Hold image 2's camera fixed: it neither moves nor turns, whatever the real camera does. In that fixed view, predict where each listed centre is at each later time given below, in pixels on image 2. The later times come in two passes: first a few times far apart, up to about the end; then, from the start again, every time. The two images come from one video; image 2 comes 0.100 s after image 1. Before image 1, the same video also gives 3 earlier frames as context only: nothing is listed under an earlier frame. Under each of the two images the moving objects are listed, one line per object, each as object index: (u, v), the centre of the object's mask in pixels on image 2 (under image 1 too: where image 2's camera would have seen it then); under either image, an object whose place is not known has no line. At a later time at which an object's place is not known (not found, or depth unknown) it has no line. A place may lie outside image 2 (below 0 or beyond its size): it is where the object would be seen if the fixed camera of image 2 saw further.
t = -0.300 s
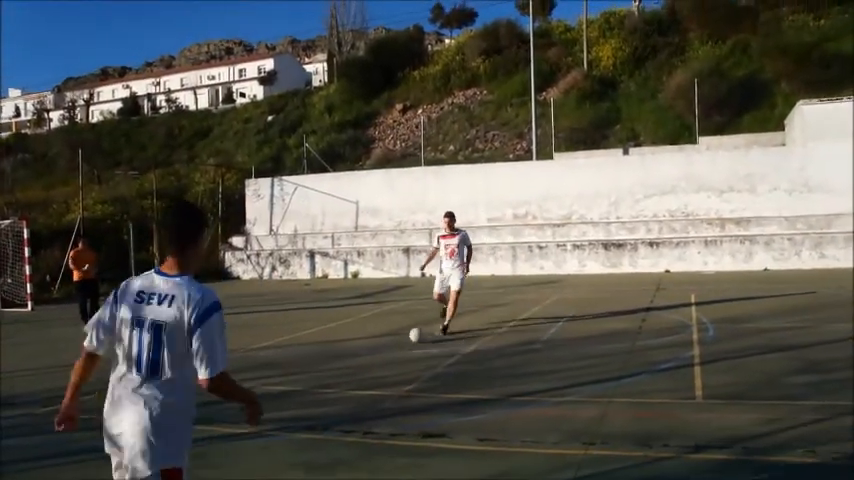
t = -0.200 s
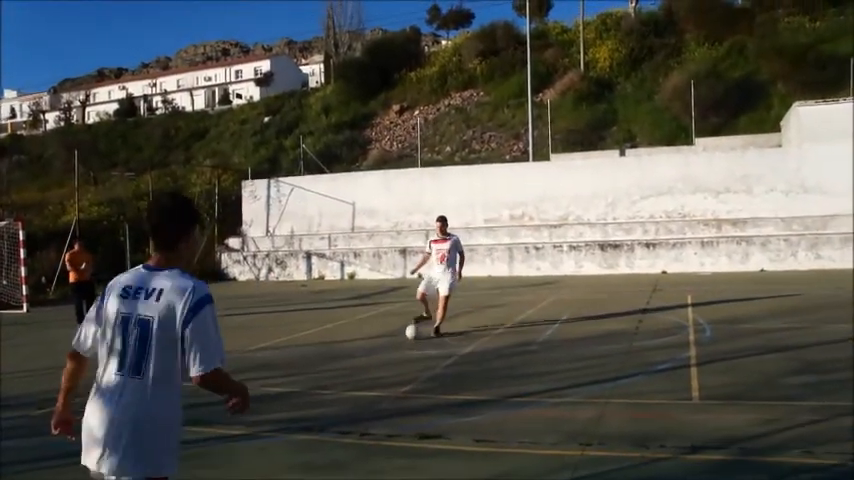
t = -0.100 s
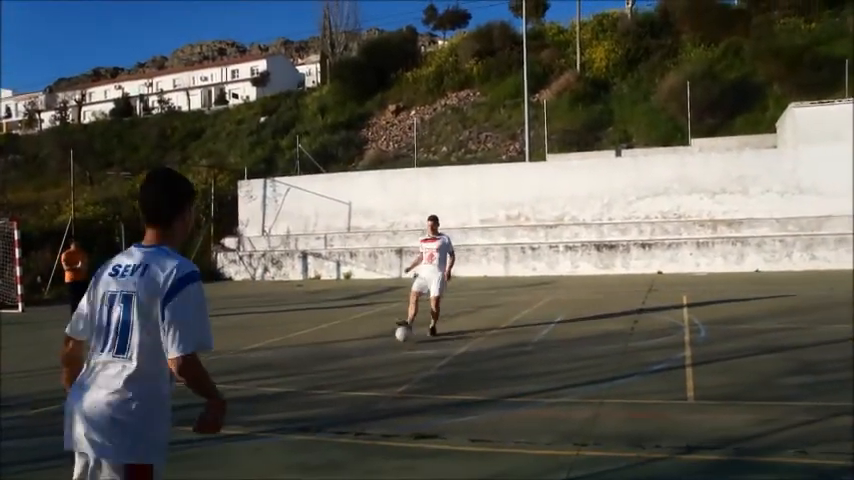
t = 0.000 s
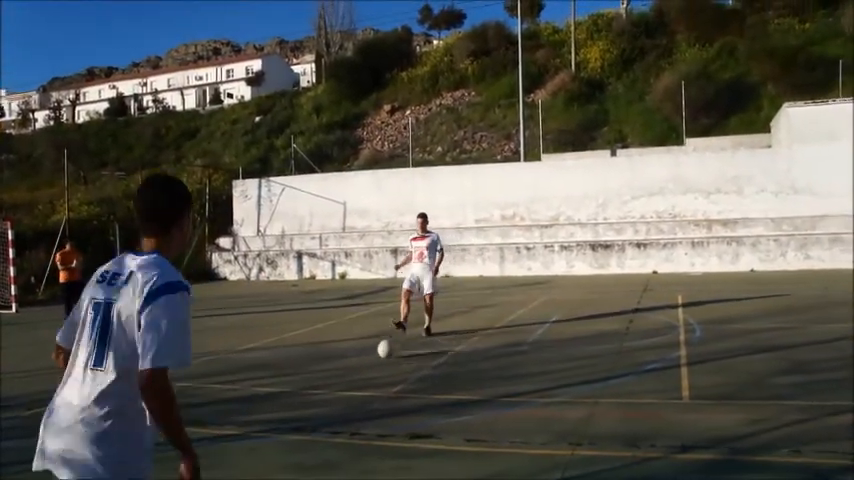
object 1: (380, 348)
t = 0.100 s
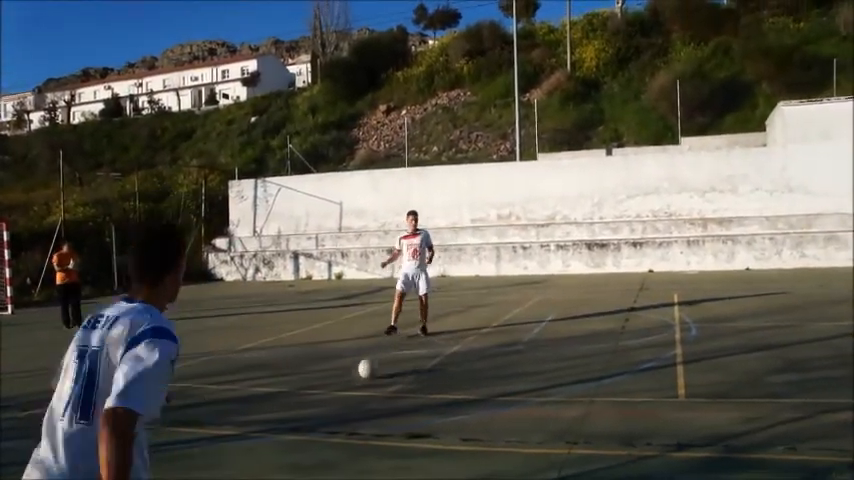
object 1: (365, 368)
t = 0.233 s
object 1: (343, 398)
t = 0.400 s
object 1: (307, 440)
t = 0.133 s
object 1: (359, 375)
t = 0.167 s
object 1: (354, 383)
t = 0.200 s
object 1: (351, 391)
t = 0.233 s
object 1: (343, 398)
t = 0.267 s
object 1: (338, 408)
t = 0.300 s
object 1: (330, 417)
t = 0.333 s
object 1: (323, 423)
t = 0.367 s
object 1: (315, 431)
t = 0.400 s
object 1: (307, 440)
